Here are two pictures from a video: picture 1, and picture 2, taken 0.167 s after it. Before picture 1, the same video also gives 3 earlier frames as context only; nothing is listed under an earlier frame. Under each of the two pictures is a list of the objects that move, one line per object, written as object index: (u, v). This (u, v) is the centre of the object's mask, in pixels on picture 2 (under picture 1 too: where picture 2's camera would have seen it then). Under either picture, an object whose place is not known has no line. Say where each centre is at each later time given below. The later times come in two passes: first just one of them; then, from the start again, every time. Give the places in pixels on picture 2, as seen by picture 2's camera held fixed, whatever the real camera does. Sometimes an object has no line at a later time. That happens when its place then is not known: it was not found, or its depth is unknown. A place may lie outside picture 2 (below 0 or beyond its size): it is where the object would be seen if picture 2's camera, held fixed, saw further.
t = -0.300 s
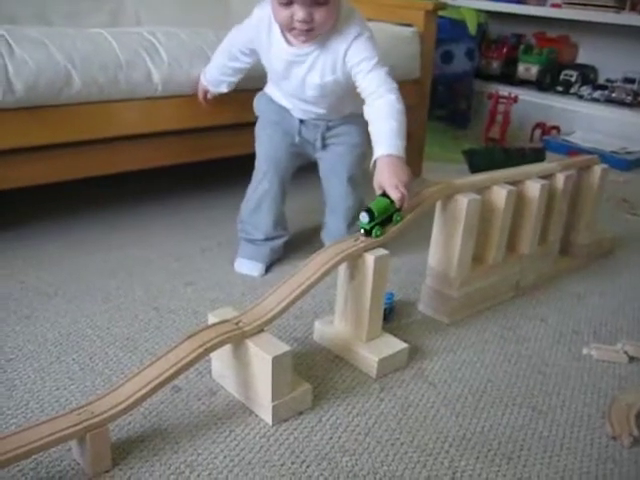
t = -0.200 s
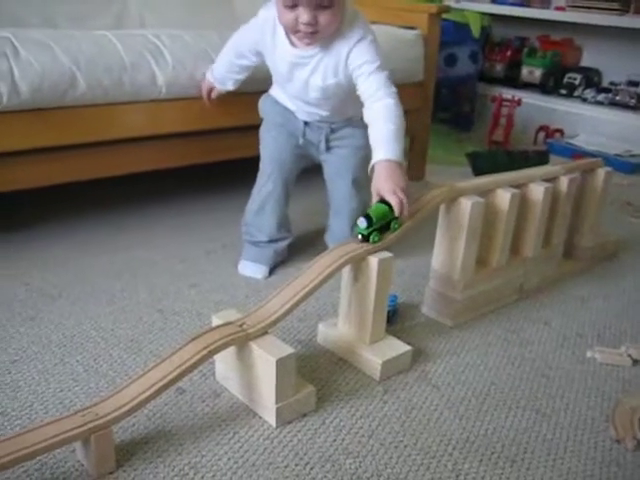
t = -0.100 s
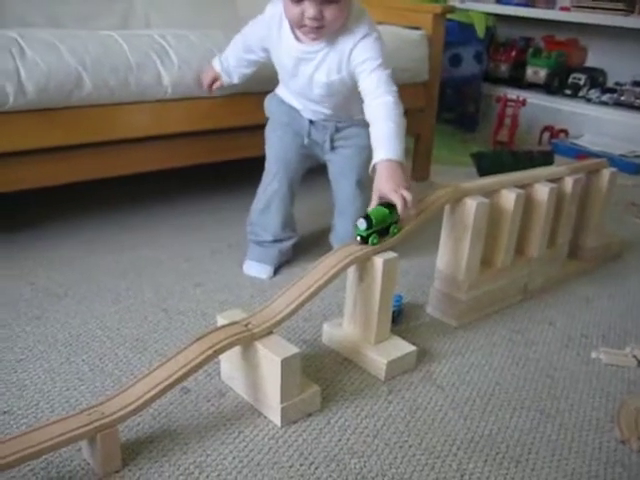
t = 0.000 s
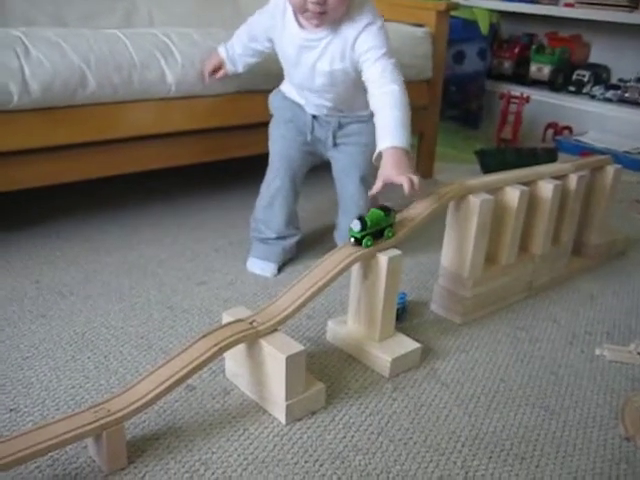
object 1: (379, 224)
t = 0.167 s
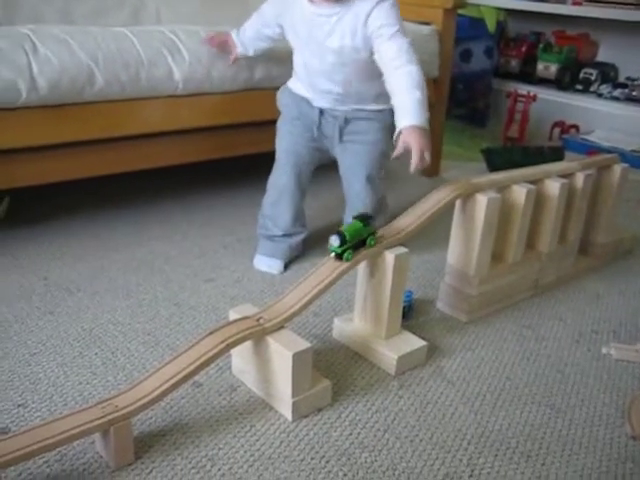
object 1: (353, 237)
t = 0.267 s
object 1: (326, 257)
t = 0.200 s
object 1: (345, 242)
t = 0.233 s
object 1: (337, 248)
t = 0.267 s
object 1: (326, 257)
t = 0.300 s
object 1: (313, 268)
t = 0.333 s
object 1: (299, 278)
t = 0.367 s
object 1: (283, 291)
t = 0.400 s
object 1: (270, 300)
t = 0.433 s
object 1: (257, 307)
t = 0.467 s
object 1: (243, 312)
